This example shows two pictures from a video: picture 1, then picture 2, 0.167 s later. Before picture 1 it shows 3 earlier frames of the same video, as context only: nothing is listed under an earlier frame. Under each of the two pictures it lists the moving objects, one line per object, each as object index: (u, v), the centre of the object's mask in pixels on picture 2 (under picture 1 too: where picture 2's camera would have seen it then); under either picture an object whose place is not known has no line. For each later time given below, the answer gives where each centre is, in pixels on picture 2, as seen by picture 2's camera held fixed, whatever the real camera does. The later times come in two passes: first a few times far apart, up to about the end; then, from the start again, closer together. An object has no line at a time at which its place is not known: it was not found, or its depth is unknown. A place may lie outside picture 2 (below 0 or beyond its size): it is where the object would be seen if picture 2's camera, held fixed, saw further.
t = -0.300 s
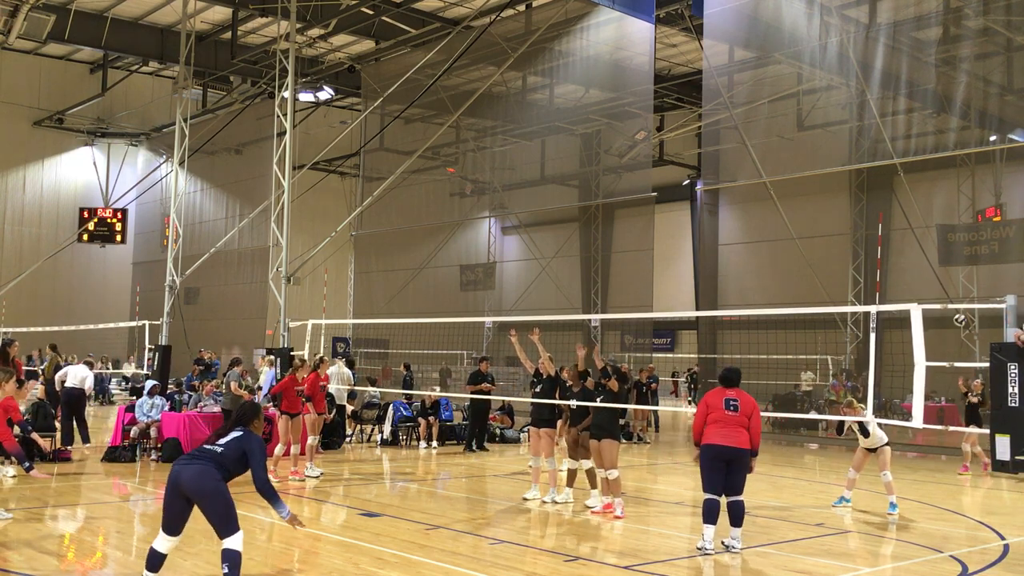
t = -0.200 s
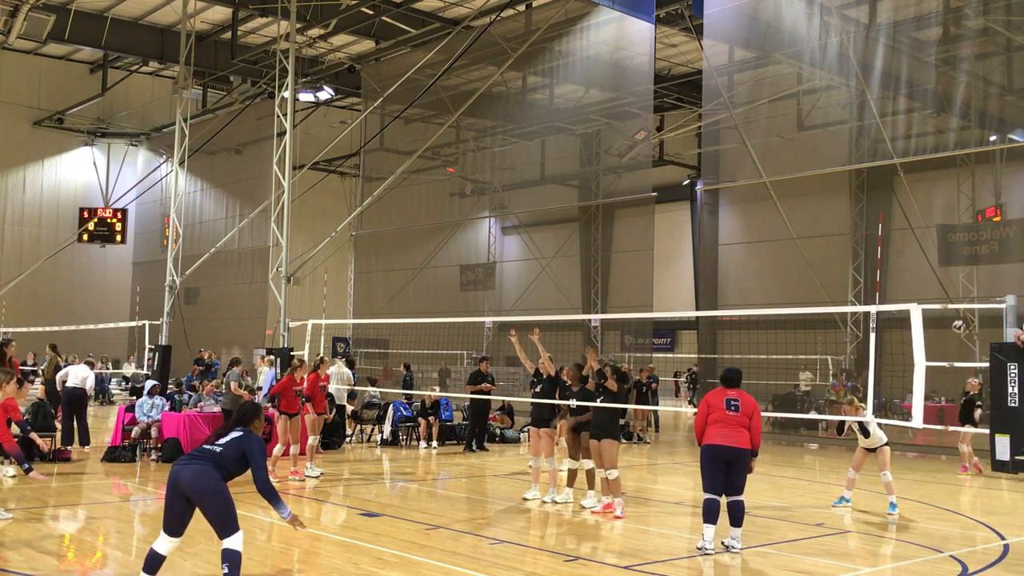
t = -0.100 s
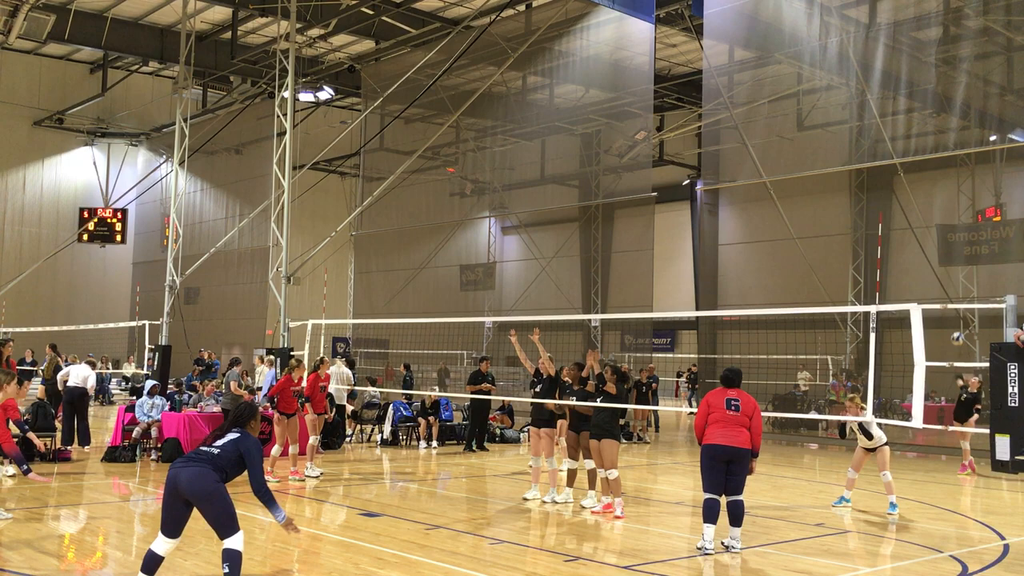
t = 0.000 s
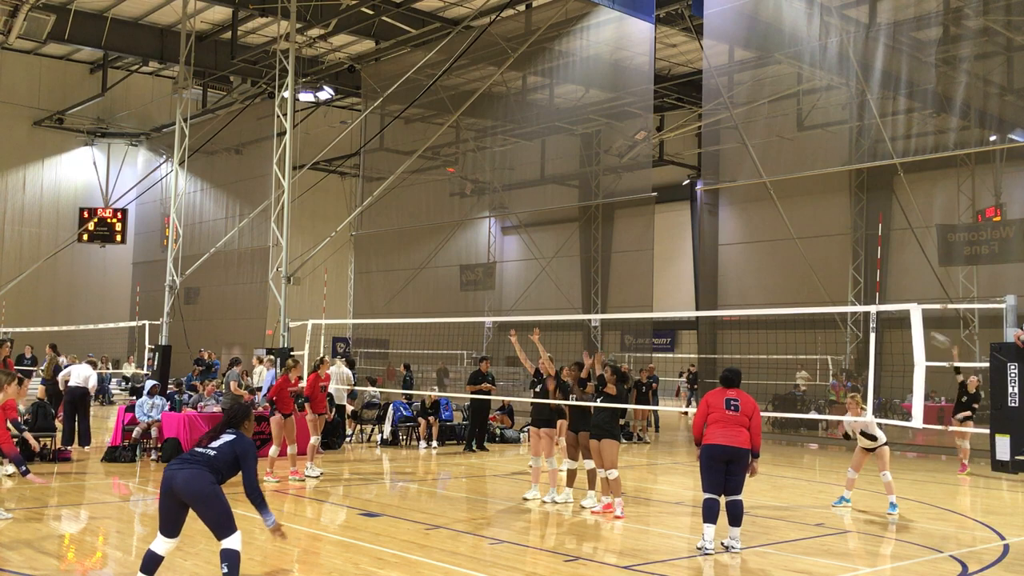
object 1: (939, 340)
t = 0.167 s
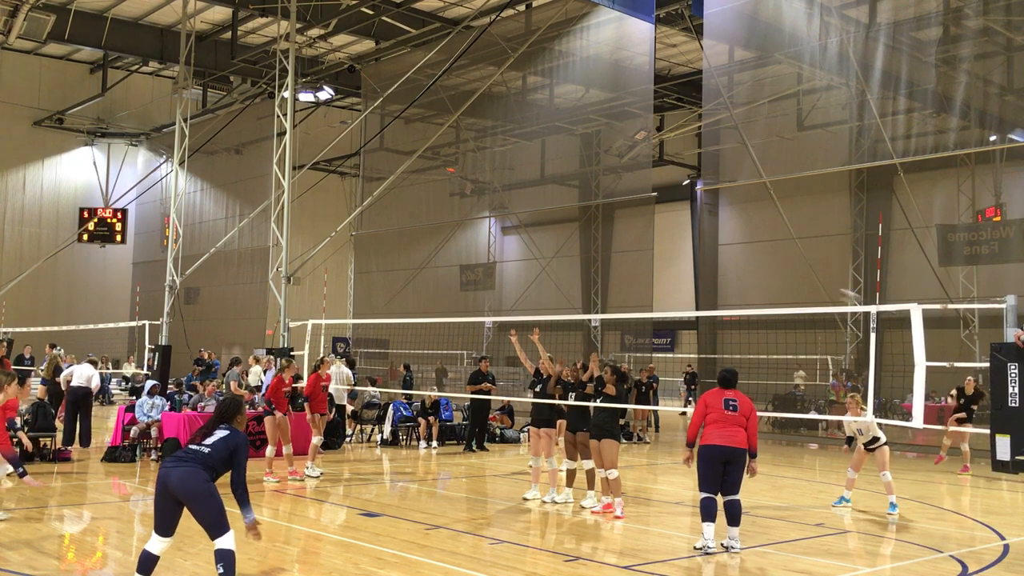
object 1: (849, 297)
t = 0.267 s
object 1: (794, 275)
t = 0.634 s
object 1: (568, 236)
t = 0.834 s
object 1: (430, 257)
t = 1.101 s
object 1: (228, 343)
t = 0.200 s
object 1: (831, 289)
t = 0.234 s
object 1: (813, 282)
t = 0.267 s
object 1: (794, 275)
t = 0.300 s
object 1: (775, 269)
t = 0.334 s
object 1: (755, 263)
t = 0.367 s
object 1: (736, 258)
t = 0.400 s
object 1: (714, 253)
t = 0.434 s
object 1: (698, 249)
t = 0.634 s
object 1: (568, 236)
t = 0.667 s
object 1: (547, 237)
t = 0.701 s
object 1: (526, 239)
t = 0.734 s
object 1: (500, 242)
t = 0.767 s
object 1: (476, 247)
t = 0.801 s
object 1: (453, 251)
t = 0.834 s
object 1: (430, 257)
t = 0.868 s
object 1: (406, 264)
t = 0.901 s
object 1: (382, 272)
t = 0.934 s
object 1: (360, 280)
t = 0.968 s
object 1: (334, 290)
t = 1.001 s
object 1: (307, 301)
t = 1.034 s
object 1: (281, 314)
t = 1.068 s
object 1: (253, 330)
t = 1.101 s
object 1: (228, 343)
